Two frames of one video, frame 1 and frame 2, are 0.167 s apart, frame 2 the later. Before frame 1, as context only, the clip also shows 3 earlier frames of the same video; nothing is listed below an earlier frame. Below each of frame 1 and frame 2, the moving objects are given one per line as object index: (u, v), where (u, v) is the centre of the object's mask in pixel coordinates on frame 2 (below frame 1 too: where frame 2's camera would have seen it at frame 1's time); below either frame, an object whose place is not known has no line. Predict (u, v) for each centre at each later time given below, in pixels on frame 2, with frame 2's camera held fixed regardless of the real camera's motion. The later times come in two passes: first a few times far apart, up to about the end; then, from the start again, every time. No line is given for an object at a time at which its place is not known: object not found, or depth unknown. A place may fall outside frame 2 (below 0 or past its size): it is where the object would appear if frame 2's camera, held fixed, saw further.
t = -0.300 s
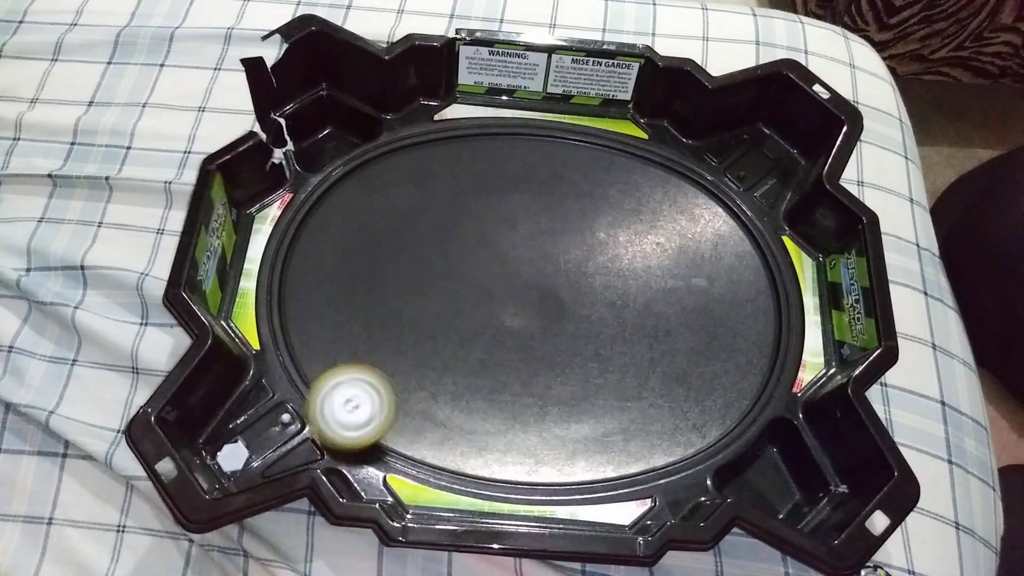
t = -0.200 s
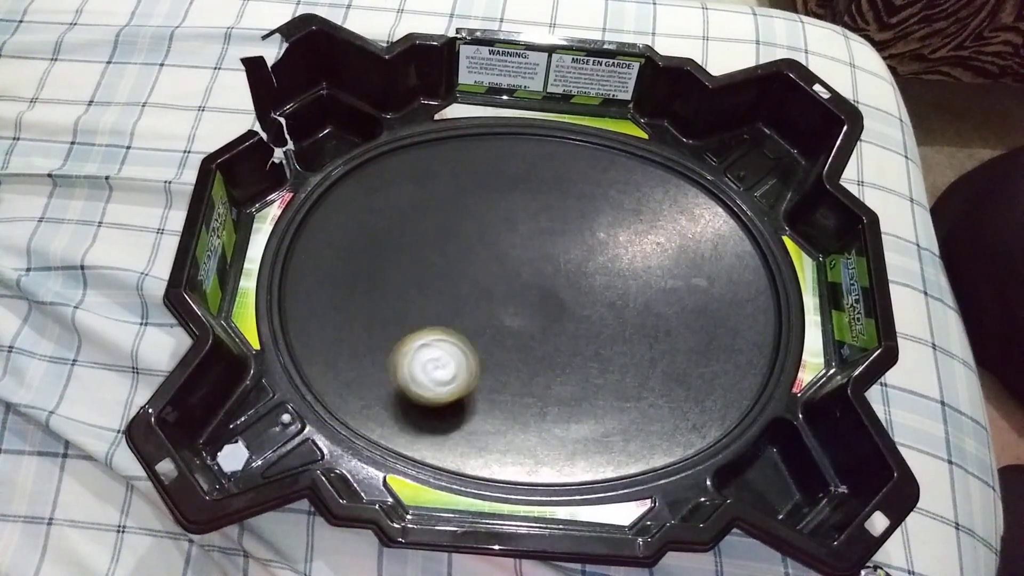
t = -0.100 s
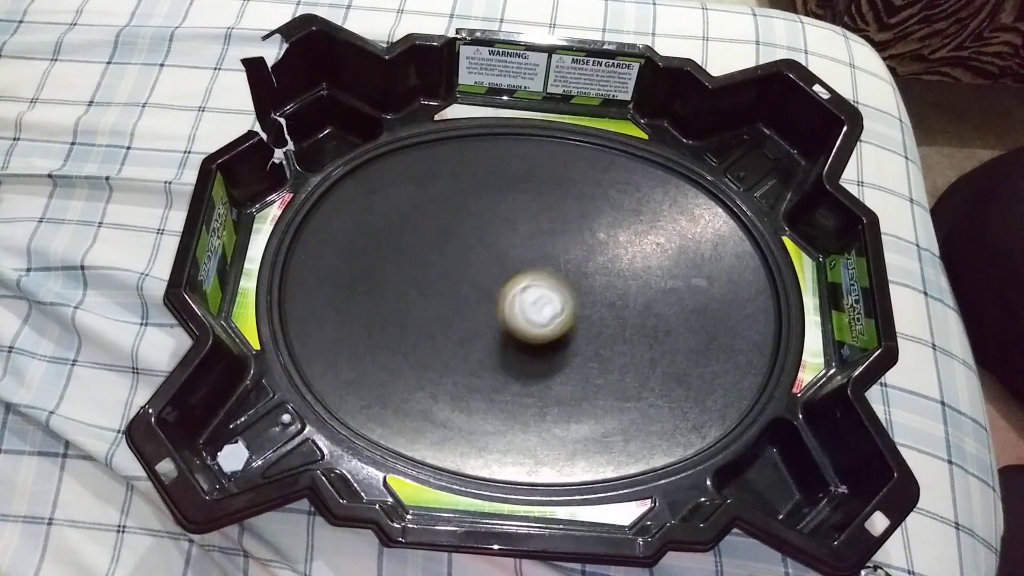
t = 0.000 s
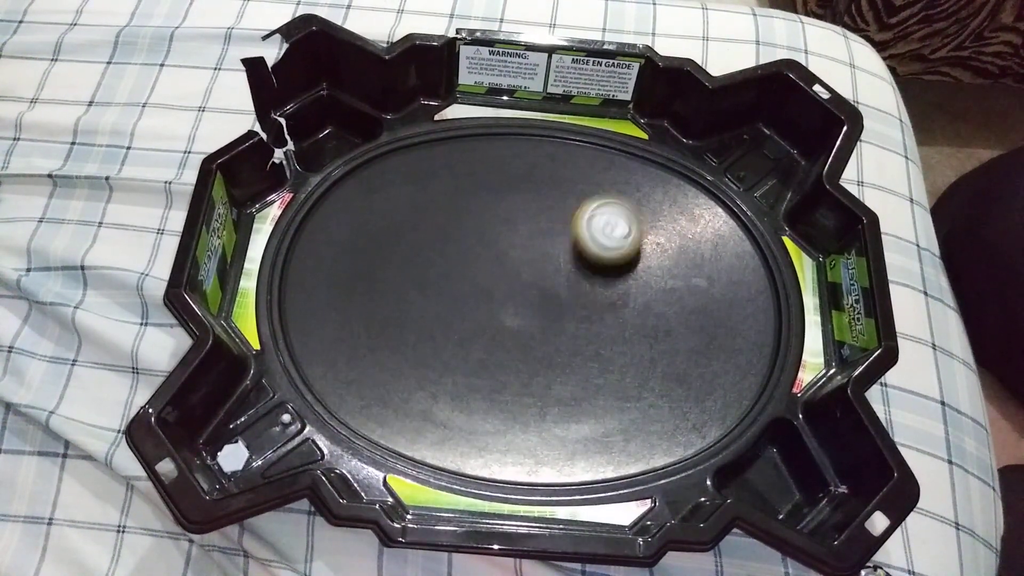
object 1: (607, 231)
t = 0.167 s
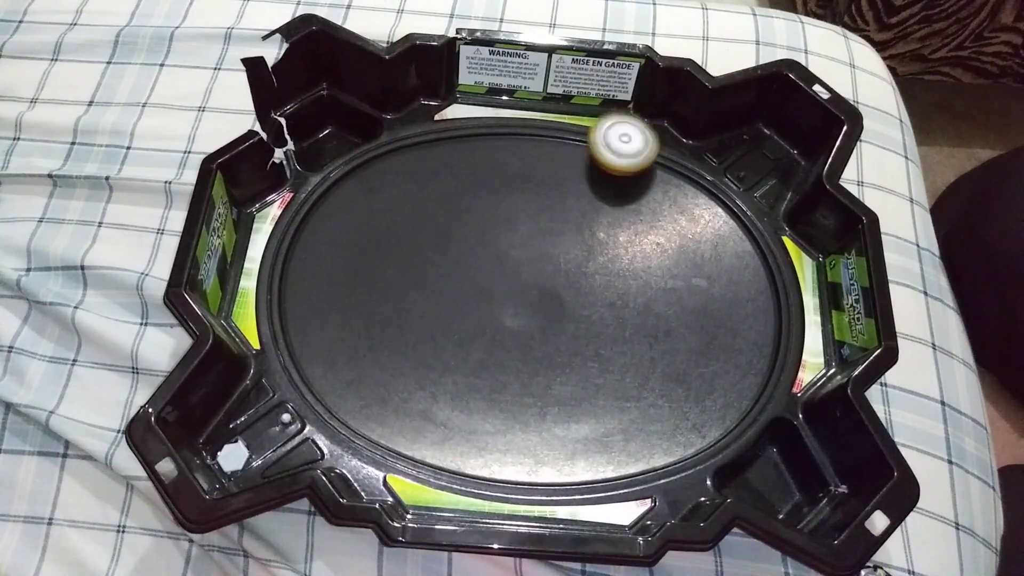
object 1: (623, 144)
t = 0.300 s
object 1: (564, 151)
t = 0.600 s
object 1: (385, 422)
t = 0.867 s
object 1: (621, 402)
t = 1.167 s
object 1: (636, 126)
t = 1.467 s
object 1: (295, 334)
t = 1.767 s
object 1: (261, 429)
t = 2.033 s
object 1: (279, 440)
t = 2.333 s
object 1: (299, 429)
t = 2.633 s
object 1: (430, 350)
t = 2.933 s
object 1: (492, 179)
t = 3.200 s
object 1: (443, 167)
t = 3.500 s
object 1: (505, 322)
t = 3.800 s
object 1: (666, 302)
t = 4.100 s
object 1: (590, 237)
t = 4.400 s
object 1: (484, 350)
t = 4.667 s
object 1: (560, 426)
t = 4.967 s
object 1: (580, 326)
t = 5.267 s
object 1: (445, 279)
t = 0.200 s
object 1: (613, 141)
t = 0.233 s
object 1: (599, 141)
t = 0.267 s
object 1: (583, 143)
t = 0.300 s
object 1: (564, 151)
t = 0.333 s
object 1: (541, 163)
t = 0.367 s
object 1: (512, 179)
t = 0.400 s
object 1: (480, 202)
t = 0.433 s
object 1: (447, 233)
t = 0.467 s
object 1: (417, 271)
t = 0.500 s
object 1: (394, 312)
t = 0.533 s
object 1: (377, 358)
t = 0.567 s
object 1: (370, 401)
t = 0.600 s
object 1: (385, 422)
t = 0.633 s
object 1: (402, 444)
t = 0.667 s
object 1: (425, 472)
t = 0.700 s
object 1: (455, 478)
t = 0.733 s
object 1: (487, 469)
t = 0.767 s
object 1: (521, 460)
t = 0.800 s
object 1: (555, 447)
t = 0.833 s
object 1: (589, 429)
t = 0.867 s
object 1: (621, 402)
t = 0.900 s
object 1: (650, 371)
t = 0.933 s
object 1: (673, 335)
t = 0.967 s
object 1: (689, 298)
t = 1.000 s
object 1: (698, 260)
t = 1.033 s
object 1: (701, 222)
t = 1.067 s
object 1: (697, 186)
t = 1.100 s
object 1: (680, 159)
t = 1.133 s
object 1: (660, 142)
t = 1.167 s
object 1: (636, 126)
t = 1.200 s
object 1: (605, 116)
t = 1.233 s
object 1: (570, 122)
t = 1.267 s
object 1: (531, 131)
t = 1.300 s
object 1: (490, 148)
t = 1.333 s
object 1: (447, 170)
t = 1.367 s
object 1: (401, 201)
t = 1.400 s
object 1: (358, 239)
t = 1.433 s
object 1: (319, 285)
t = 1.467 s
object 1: (295, 334)
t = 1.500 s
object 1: (287, 387)
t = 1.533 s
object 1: (282, 436)
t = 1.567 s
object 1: (272, 440)
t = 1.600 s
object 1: (262, 437)
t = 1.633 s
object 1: (262, 434)
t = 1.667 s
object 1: (263, 431)
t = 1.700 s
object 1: (264, 429)
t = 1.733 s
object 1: (263, 428)
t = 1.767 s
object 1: (261, 429)
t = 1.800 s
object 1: (258, 433)
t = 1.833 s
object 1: (258, 438)
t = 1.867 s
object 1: (262, 444)
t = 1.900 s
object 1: (266, 445)
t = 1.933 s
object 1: (270, 442)
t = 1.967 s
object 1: (273, 440)
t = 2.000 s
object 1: (276, 439)
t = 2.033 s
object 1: (279, 440)
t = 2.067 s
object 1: (281, 439)
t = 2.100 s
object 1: (284, 436)
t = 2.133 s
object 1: (287, 435)
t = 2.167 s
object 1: (290, 435)
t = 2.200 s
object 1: (292, 435)
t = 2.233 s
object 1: (294, 433)
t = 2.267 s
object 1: (295, 432)
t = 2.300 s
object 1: (298, 430)
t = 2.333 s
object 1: (299, 429)
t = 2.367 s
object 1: (303, 427)
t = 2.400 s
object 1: (308, 425)
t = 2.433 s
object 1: (318, 421)
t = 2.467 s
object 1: (332, 414)
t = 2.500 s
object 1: (348, 405)
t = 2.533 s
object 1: (369, 397)
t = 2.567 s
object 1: (390, 383)
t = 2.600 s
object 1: (411, 368)
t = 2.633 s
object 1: (430, 350)
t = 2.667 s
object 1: (447, 332)
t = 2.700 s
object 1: (461, 311)
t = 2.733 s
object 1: (474, 290)
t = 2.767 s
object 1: (484, 269)
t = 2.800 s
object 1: (491, 248)
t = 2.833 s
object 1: (496, 229)
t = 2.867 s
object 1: (498, 210)
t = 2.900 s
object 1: (497, 194)
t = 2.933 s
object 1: (492, 179)
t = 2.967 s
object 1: (485, 168)
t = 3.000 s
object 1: (477, 159)
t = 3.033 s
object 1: (469, 154)
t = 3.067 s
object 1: (463, 153)
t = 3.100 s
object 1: (458, 153)
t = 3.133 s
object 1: (452, 155)
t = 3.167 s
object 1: (448, 160)
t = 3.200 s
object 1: (443, 167)
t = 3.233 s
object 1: (439, 177)
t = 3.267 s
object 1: (436, 190)
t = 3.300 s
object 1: (435, 207)
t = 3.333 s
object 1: (438, 227)
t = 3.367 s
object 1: (445, 247)
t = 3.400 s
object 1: (455, 267)
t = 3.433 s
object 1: (468, 288)
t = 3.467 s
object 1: (485, 305)
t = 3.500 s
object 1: (505, 322)
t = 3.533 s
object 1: (528, 334)
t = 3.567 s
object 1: (552, 343)
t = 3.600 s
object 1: (575, 349)
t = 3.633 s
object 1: (599, 349)
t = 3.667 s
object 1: (619, 346)
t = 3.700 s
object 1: (635, 338)
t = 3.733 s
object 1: (649, 327)
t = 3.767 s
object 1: (660, 316)
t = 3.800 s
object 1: (666, 302)
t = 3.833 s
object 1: (669, 289)
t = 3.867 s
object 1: (669, 277)
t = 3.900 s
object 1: (665, 265)
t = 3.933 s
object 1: (657, 255)
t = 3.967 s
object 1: (649, 249)
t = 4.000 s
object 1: (636, 241)
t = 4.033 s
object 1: (622, 237)
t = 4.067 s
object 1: (607, 236)
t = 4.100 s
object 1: (590, 237)
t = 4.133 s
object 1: (572, 240)
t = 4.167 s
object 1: (556, 247)
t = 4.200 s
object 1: (539, 257)
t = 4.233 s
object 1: (525, 270)
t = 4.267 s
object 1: (514, 283)
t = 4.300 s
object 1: (503, 298)
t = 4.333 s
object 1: (493, 314)
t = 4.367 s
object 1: (487, 332)
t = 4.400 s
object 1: (484, 350)
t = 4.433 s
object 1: (484, 367)
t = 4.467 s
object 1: (490, 382)
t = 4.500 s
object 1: (498, 397)
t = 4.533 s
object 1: (509, 409)
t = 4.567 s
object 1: (522, 418)
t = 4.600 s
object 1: (533, 424)
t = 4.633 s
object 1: (548, 427)
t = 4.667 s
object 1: (560, 426)
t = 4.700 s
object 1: (571, 424)
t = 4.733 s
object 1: (580, 416)
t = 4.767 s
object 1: (588, 408)
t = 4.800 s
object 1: (593, 397)
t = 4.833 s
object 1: (596, 384)
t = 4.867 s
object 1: (597, 372)
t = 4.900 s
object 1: (594, 356)
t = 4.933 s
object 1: (589, 341)
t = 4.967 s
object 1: (580, 326)
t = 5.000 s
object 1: (569, 314)
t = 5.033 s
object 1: (556, 302)
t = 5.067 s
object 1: (542, 294)
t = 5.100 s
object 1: (527, 285)
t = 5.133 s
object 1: (512, 278)
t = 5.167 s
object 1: (496, 274)
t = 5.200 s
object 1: (478, 272)
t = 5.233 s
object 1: (461, 274)
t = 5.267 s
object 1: (445, 279)
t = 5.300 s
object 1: (432, 287)
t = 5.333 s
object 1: (422, 297)
